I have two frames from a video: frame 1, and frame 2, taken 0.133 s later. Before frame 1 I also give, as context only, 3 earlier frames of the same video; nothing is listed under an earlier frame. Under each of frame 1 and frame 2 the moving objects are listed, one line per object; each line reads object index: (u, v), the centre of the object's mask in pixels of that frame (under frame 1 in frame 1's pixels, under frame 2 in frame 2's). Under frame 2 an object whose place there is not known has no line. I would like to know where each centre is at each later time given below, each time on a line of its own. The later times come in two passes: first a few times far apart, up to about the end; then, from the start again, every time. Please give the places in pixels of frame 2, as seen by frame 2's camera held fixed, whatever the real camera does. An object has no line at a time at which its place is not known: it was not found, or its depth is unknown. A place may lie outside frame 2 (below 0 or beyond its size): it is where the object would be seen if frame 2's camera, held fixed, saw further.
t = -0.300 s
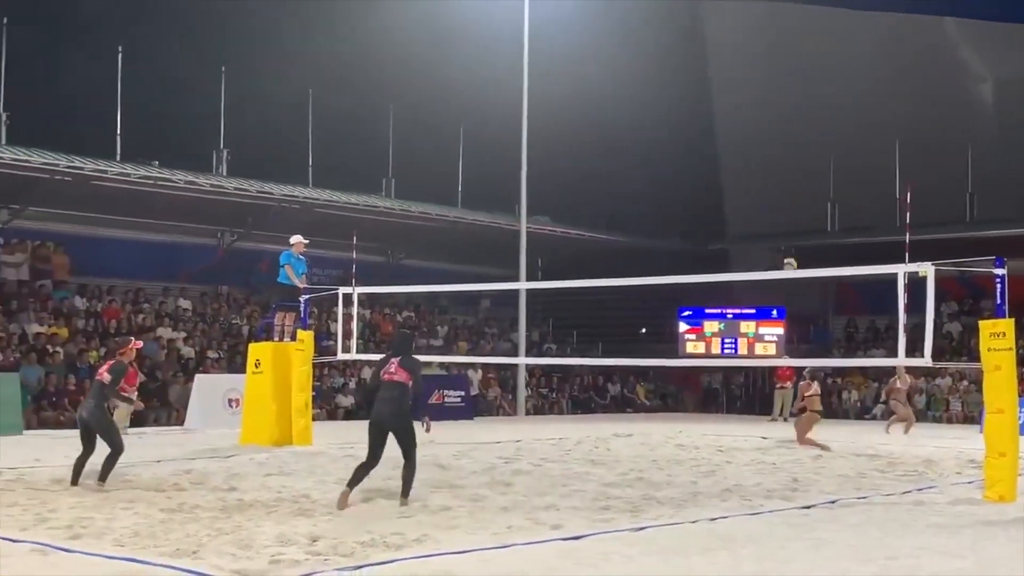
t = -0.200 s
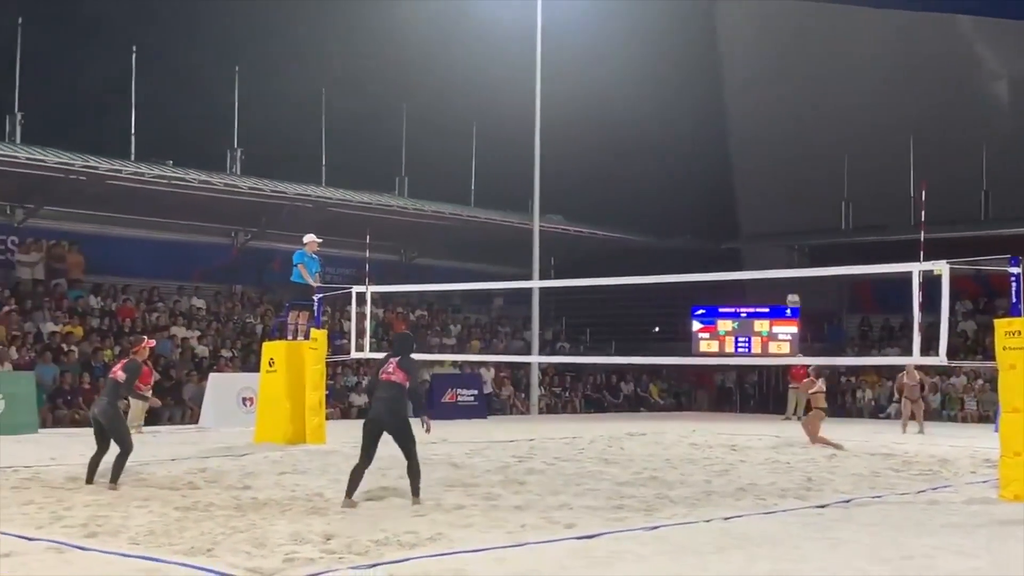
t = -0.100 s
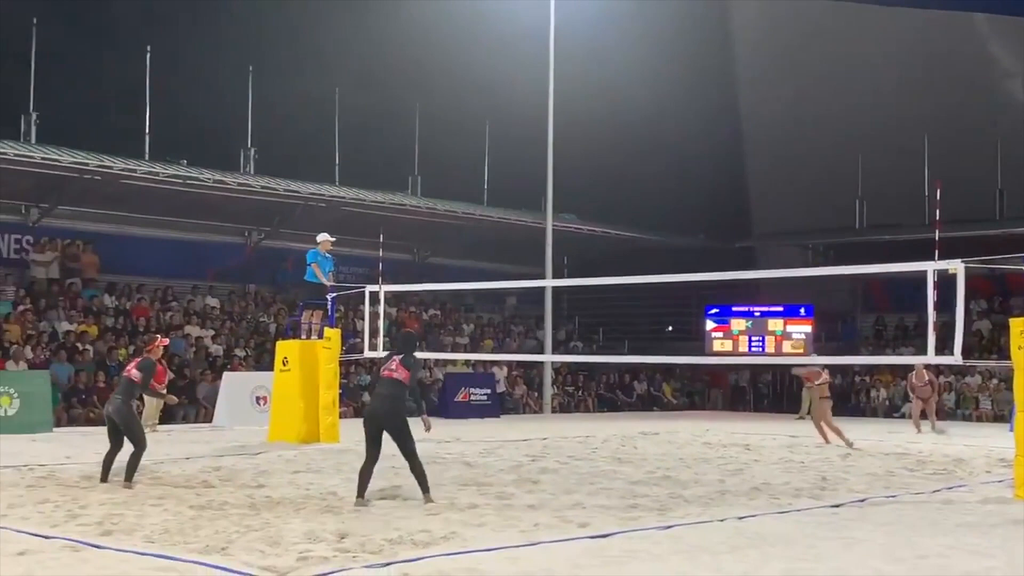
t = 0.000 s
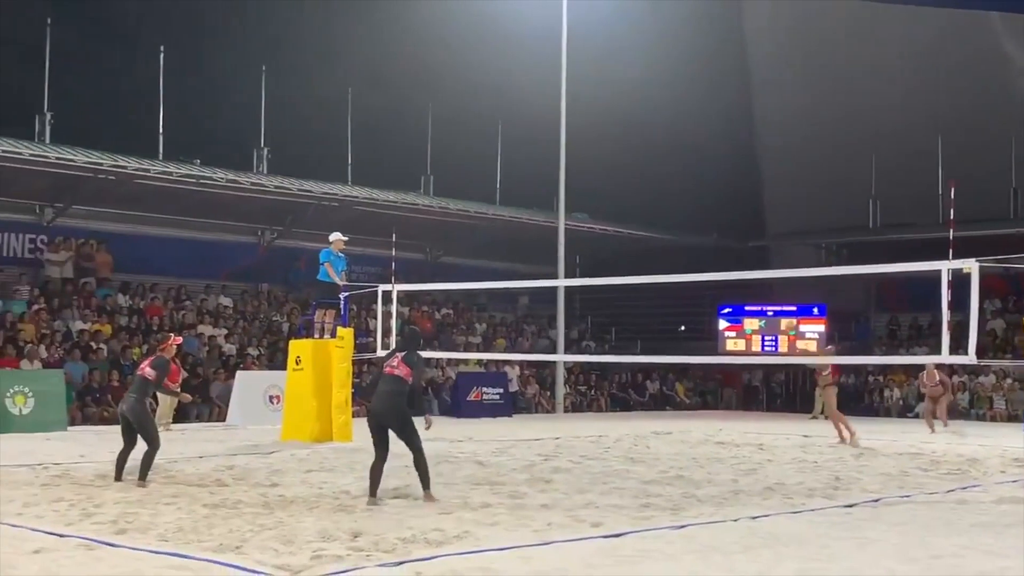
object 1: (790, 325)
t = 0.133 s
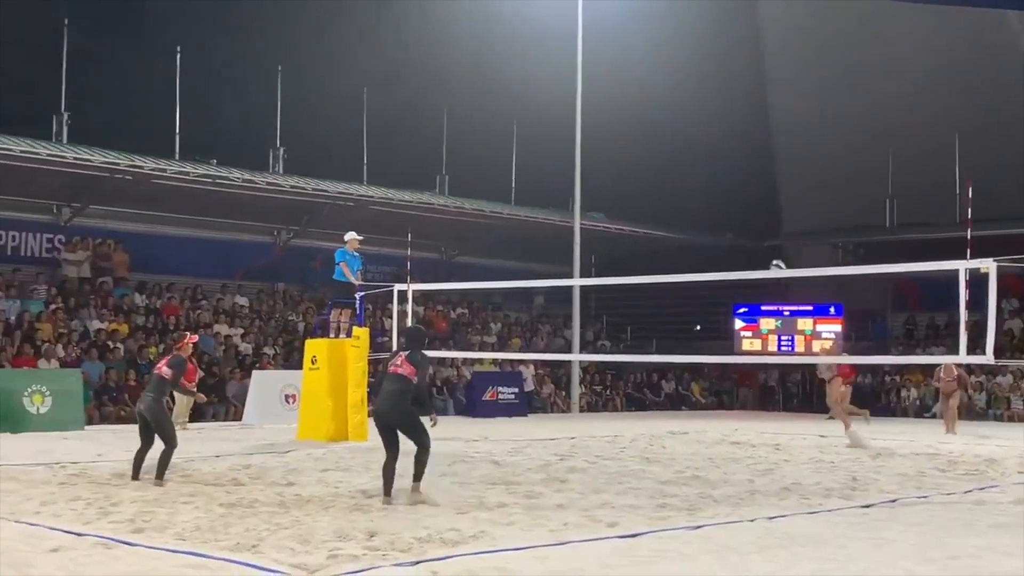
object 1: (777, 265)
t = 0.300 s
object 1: (737, 208)
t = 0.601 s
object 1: (645, 139)
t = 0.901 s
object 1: (519, 141)
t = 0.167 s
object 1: (770, 255)
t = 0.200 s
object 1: (762, 242)
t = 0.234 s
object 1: (754, 231)
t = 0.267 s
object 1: (745, 219)
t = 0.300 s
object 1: (737, 208)
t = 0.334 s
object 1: (728, 197)
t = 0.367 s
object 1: (719, 187)
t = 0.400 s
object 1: (709, 178)
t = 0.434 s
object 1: (699, 170)
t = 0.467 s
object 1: (689, 163)
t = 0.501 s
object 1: (677, 155)
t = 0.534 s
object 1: (666, 150)
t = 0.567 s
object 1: (655, 144)
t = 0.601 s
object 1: (645, 139)
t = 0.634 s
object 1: (631, 136)
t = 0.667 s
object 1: (619, 132)
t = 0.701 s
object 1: (605, 131)
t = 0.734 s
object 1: (593, 130)
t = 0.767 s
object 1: (578, 130)
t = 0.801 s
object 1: (564, 131)
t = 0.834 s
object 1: (549, 133)
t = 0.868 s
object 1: (533, 136)
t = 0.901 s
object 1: (519, 141)
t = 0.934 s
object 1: (502, 147)
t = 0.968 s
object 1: (487, 154)
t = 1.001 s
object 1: (468, 164)
